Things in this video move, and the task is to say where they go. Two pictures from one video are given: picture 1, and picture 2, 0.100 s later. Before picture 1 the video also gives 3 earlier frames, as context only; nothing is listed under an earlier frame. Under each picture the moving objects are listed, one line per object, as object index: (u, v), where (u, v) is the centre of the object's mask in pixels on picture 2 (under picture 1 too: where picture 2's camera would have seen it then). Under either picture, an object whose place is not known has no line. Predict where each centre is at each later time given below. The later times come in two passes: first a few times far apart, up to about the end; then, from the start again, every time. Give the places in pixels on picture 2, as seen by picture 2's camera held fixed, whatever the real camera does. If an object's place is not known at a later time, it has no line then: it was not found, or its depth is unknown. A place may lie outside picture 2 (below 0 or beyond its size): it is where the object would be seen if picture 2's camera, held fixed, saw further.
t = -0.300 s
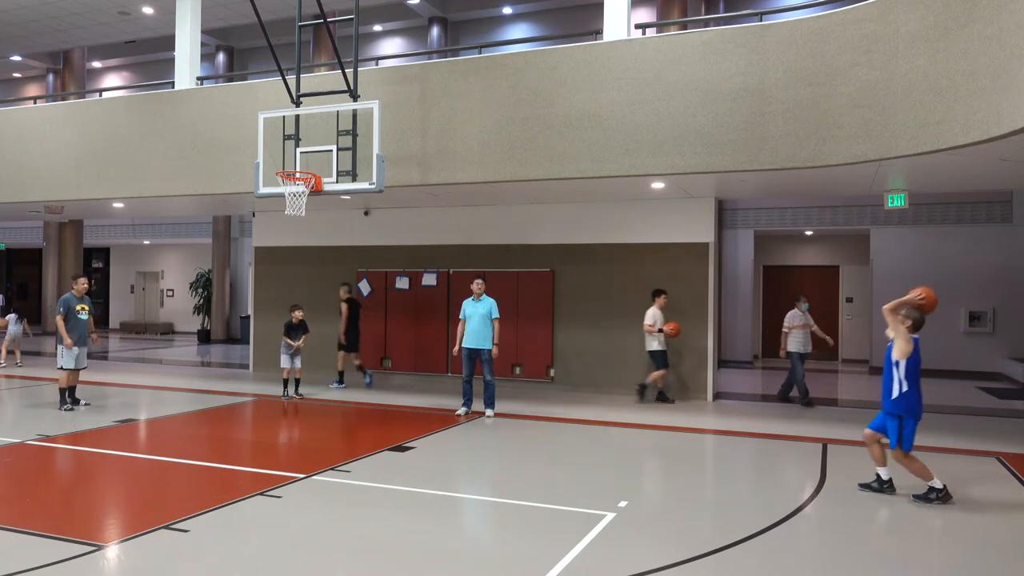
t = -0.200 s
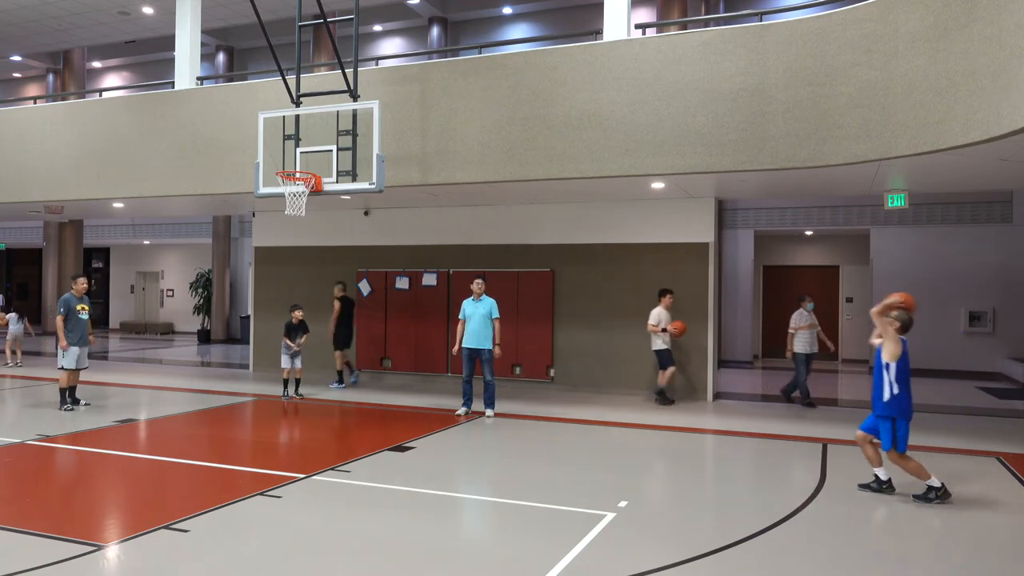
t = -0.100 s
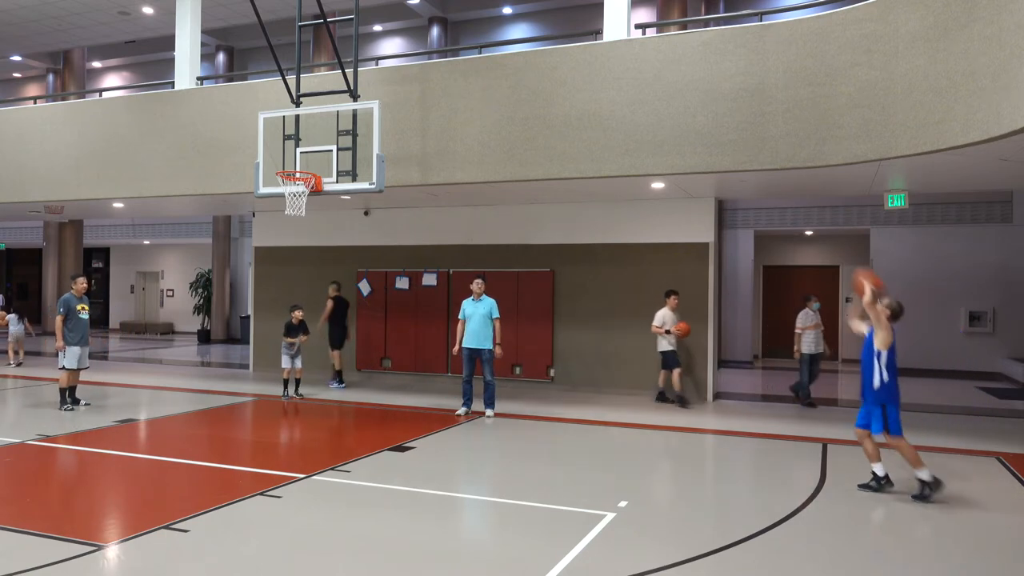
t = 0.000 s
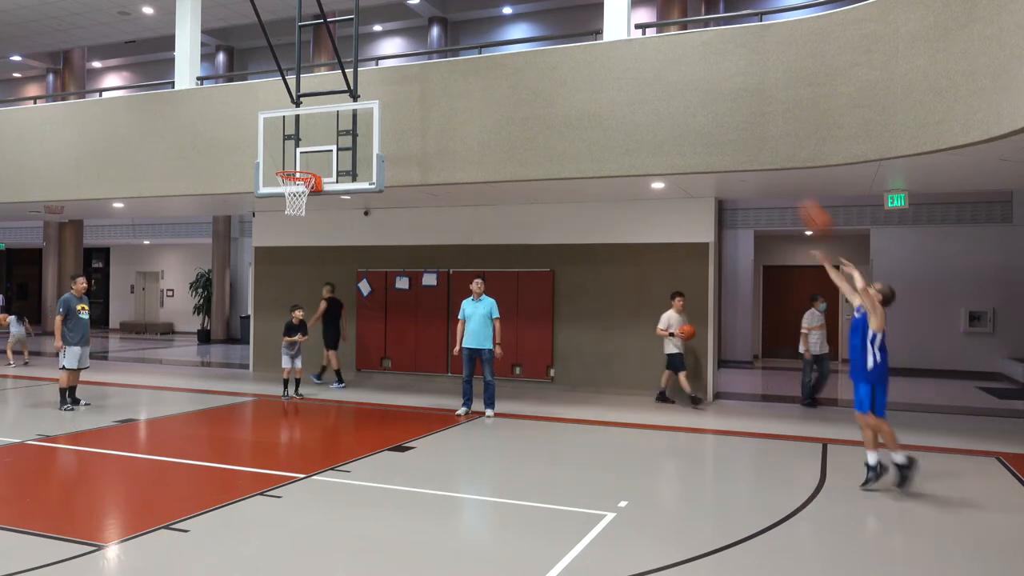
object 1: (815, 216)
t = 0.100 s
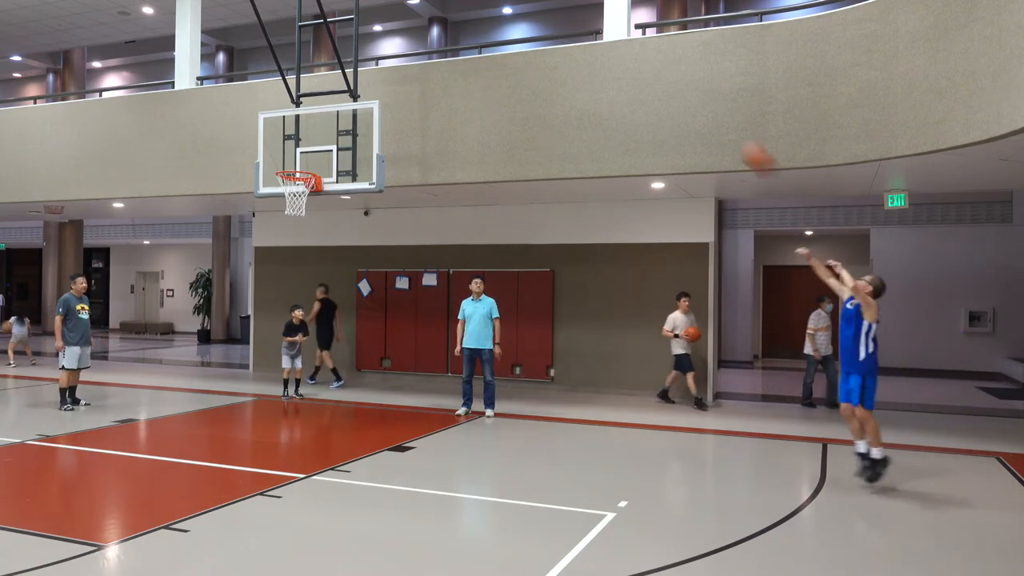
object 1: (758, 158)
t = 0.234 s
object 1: (686, 100)
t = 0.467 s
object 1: (575, 46)
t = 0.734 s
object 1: (463, 49)
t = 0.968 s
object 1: (381, 102)
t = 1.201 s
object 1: (336, 159)
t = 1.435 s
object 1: (381, 137)
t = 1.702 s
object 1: (414, 166)
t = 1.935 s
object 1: (447, 250)
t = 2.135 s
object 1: (477, 372)
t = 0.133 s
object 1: (738, 141)
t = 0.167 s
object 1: (722, 126)
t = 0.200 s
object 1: (704, 112)
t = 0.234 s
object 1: (686, 100)
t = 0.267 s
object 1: (670, 88)
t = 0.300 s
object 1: (653, 78)
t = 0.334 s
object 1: (636, 69)
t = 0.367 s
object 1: (620, 62)
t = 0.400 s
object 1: (604, 56)
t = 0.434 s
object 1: (589, 51)
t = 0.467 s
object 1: (575, 46)
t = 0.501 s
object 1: (560, 42)
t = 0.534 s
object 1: (547, 40)
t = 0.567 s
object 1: (532, 40)
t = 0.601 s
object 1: (517, 40)
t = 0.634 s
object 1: (502, 42)
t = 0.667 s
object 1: (489, 44)
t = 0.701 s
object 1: (476, 46)
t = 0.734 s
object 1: (463, 49)
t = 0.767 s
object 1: (450, 55)
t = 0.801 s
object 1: (438, 61)
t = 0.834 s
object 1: (426, 69)
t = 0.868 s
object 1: (414, 75)
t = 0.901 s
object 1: (402, 84)
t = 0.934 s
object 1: (391, 92)
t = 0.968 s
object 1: (381, 102)
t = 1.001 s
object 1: (366, 115)
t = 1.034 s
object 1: (356, 124)
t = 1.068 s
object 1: (346, 136)
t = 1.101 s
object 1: (334, 149)
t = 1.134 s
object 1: (323, 162)
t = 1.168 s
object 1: (323, 166)
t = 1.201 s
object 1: (336, 159)
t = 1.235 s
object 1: (349, 153)
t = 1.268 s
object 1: (361, 149)
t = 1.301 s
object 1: (365, 145)
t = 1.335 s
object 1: (369, 142)
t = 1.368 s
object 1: (373, 139)
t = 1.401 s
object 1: (377, 138)
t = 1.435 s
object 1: (381, 137)
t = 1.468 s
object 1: (385, 138)
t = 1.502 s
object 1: (389, 139)
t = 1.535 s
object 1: (393, 140)
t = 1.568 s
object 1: (397, 144)
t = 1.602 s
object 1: (401, 148)
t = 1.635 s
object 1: (406, 153)
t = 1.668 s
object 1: (410, 159)
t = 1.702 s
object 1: (414, 166)
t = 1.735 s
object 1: (419, 175)
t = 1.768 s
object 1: (424, 184)
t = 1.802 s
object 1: (428, 196)
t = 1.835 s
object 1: (433, 207)
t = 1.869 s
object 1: (438, 219)
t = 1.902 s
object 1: (442, 234)
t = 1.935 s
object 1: (447, 250)
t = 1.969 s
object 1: (452, 266)
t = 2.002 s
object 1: (457, 285)
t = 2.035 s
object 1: (460, 302)
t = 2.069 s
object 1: (463, 324)
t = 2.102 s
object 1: (474, 350)
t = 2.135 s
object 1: (477, 372)
